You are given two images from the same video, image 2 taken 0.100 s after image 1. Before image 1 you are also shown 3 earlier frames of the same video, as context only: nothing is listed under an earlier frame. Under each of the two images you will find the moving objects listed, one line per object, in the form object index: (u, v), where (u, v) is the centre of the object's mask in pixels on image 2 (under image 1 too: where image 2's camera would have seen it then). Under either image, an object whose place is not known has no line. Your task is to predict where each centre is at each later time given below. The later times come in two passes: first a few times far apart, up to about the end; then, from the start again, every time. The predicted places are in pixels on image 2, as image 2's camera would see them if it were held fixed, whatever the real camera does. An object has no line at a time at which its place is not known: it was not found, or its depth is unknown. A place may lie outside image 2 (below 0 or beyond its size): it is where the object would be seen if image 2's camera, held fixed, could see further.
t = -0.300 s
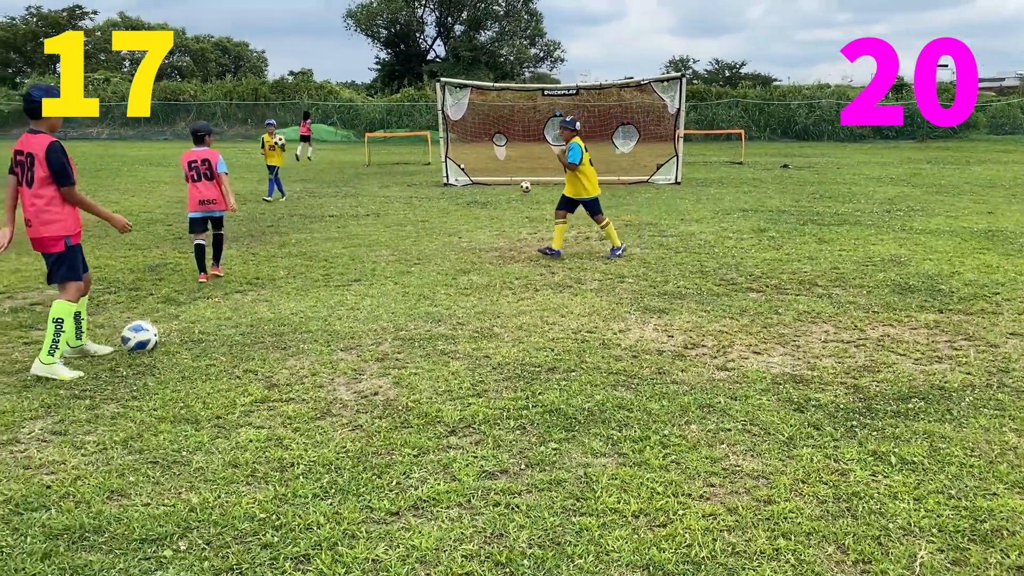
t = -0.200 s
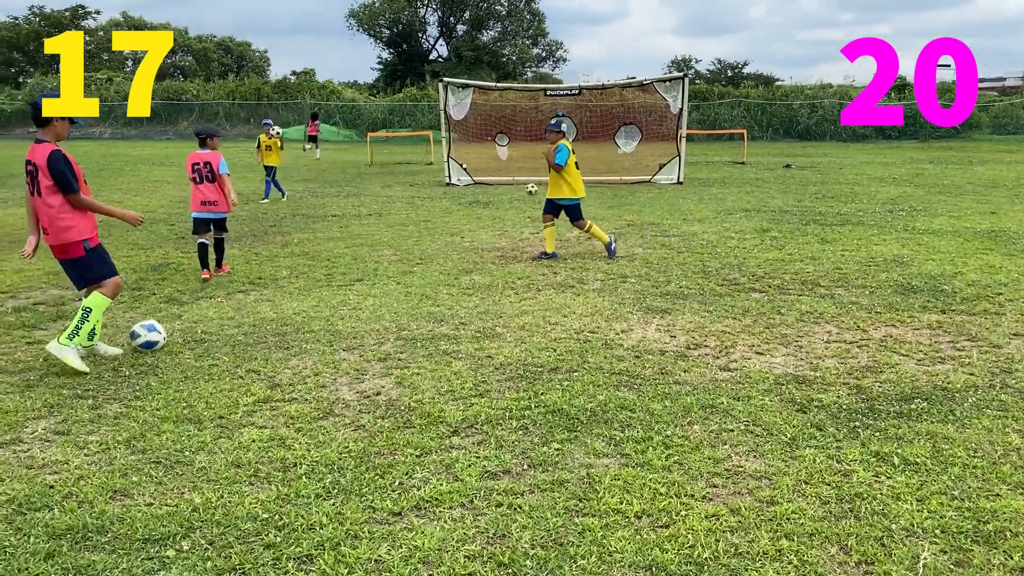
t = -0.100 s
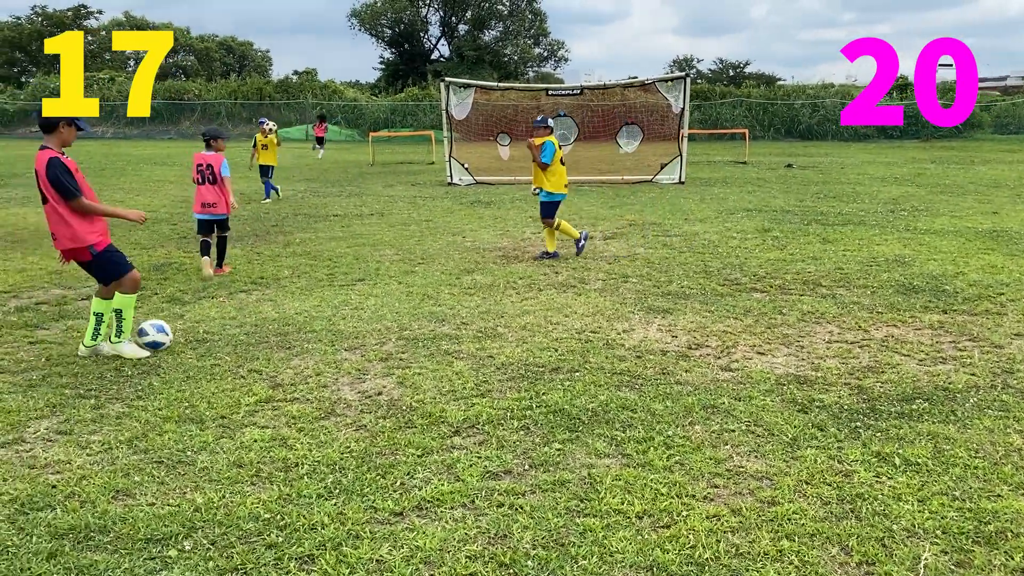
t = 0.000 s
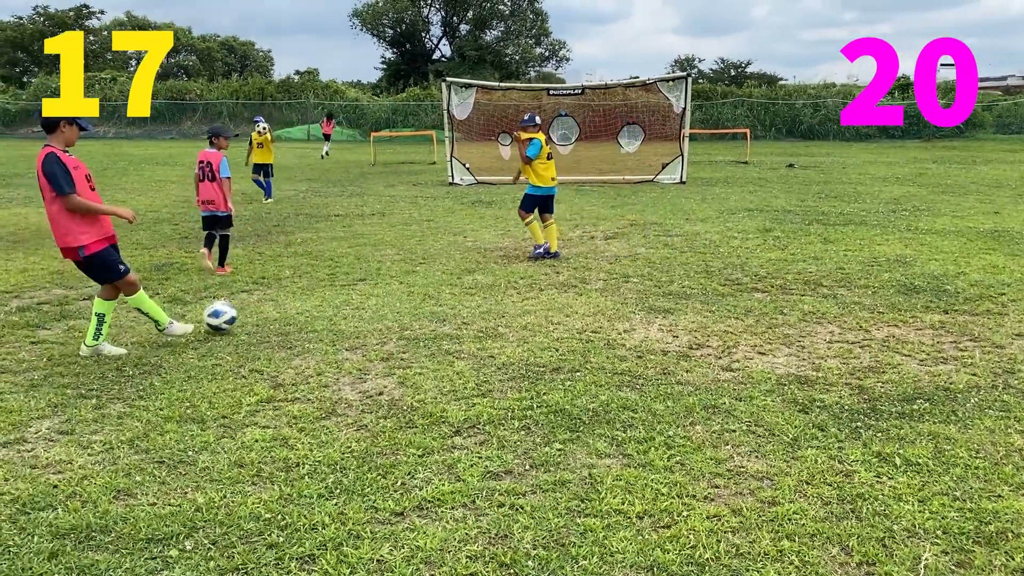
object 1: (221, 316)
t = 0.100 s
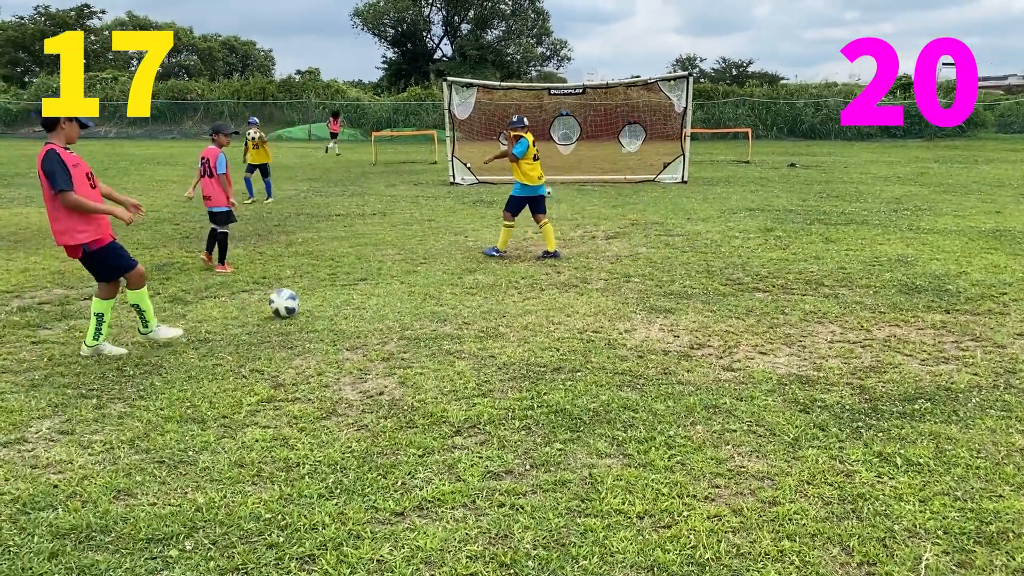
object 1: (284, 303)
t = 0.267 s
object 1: (353, 281)
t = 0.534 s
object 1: (421, 265)
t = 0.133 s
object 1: (298, 297)
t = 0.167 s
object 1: (313, 289)
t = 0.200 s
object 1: (326, 285)
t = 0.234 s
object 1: (340, 282)
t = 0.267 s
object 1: (353, 281)
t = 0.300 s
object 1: (365, 282)
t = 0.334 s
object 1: (377, 283)
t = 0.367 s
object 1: (386, 279)
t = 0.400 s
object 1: (393, 273)
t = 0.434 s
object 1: (400, 269)
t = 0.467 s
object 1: (407, 266)
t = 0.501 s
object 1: (414, 265)
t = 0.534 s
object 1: (421, 265)
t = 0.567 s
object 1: (428, 266)
